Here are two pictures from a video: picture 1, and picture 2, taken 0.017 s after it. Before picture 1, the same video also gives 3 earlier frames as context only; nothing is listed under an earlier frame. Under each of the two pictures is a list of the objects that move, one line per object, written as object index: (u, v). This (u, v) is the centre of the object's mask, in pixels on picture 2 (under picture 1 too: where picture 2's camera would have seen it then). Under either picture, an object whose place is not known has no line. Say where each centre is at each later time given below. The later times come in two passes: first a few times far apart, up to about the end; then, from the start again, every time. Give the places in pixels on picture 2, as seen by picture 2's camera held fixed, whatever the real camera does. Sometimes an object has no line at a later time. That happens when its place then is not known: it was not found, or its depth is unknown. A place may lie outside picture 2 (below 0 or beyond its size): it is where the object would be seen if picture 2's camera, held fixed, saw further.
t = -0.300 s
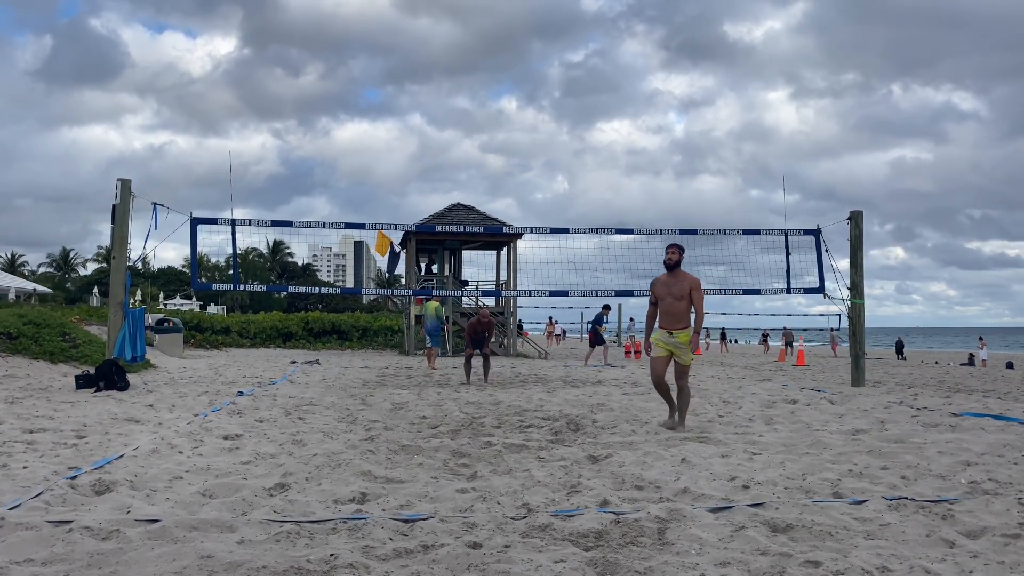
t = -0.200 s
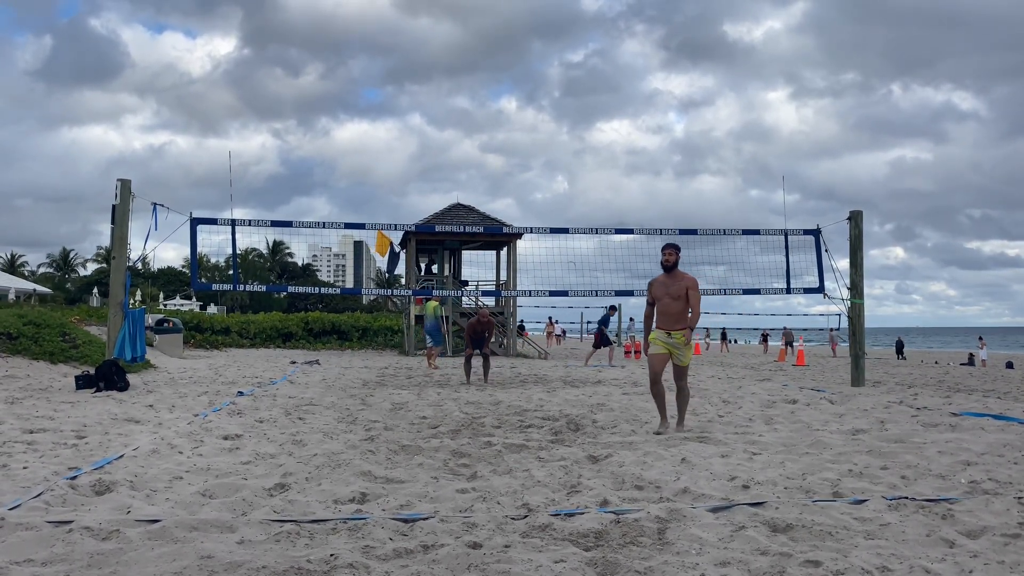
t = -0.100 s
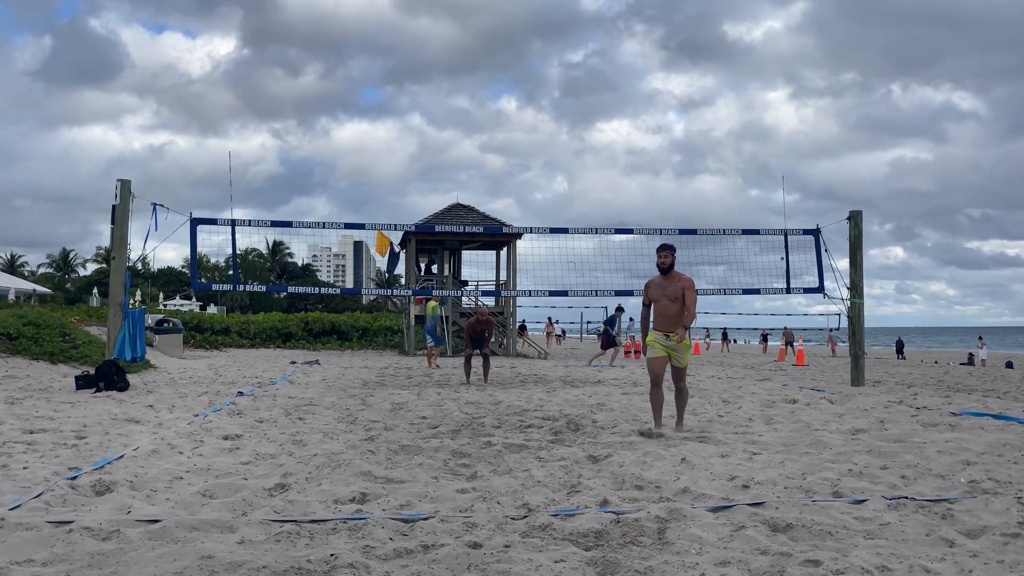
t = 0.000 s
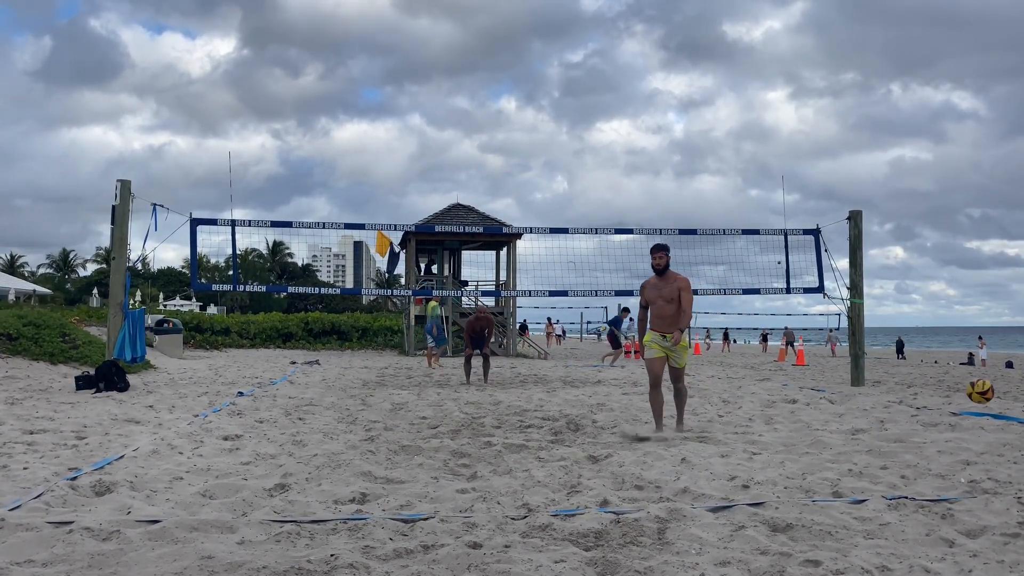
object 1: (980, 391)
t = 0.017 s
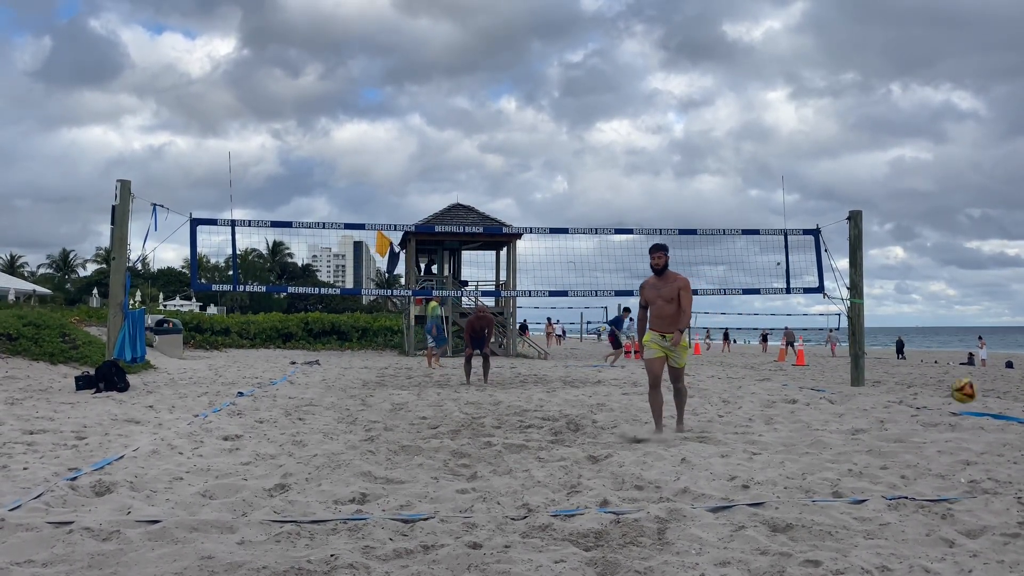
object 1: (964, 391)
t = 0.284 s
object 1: (793, 391)
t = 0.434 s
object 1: (748, 362)
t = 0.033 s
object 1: (948, 391)
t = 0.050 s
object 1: (934, 390)
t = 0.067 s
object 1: (920, 391)
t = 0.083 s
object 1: (905, 393)
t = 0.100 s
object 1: (893, 394)
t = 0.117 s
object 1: (881, 394)
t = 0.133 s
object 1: (869, 396)
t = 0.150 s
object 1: (858, 398)
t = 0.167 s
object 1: (847, 400)
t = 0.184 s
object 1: (836, 402)
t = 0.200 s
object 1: (826, 405)
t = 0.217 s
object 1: (817, 408)
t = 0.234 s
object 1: (810, 407)
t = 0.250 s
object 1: (804, 401)
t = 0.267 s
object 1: (799, 395)
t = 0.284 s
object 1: (793, 391)
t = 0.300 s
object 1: (787, 386)
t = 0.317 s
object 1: (782, 383)
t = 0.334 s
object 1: (777, 378)
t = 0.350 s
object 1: (772, 375)
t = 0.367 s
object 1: (767, 372)
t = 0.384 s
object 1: (763, 370)
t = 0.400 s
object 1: (758, 367)
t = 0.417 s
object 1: (753, 365)
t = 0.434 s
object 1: (748, 362)
